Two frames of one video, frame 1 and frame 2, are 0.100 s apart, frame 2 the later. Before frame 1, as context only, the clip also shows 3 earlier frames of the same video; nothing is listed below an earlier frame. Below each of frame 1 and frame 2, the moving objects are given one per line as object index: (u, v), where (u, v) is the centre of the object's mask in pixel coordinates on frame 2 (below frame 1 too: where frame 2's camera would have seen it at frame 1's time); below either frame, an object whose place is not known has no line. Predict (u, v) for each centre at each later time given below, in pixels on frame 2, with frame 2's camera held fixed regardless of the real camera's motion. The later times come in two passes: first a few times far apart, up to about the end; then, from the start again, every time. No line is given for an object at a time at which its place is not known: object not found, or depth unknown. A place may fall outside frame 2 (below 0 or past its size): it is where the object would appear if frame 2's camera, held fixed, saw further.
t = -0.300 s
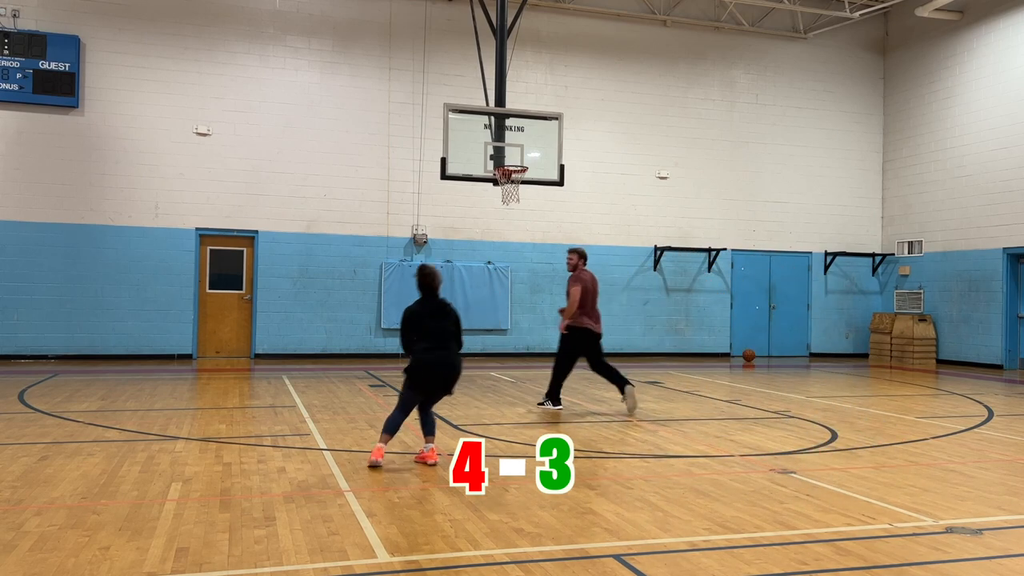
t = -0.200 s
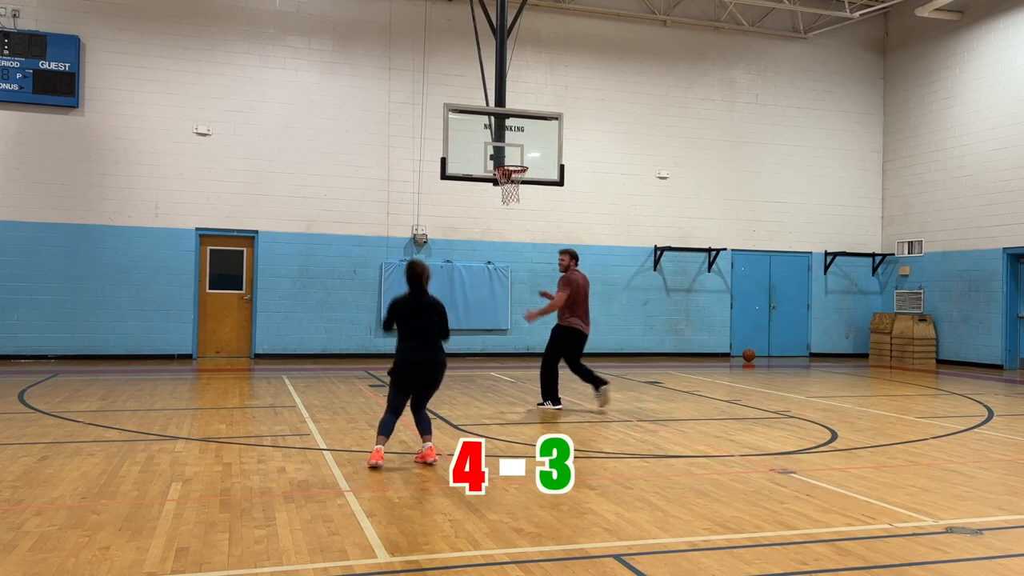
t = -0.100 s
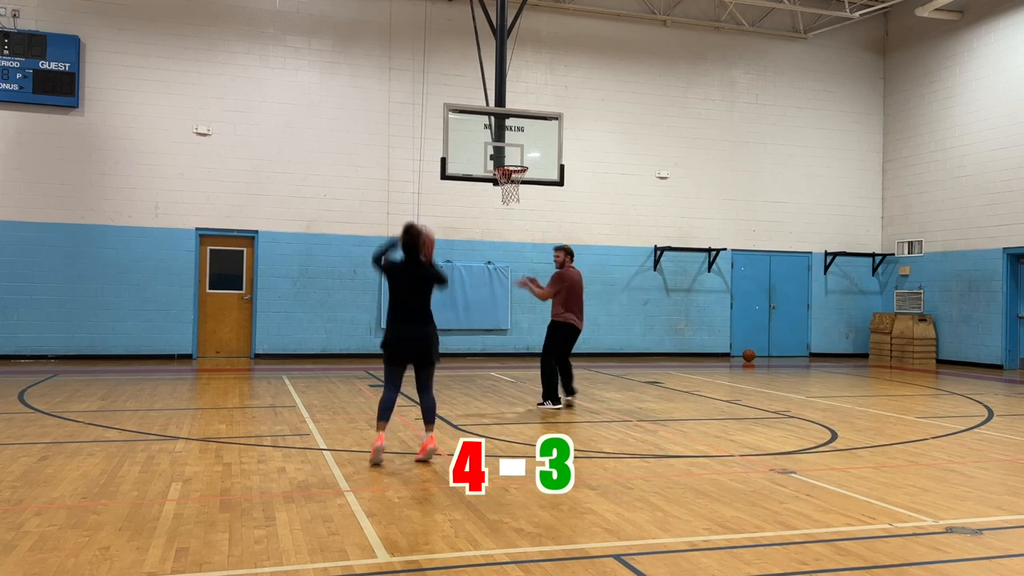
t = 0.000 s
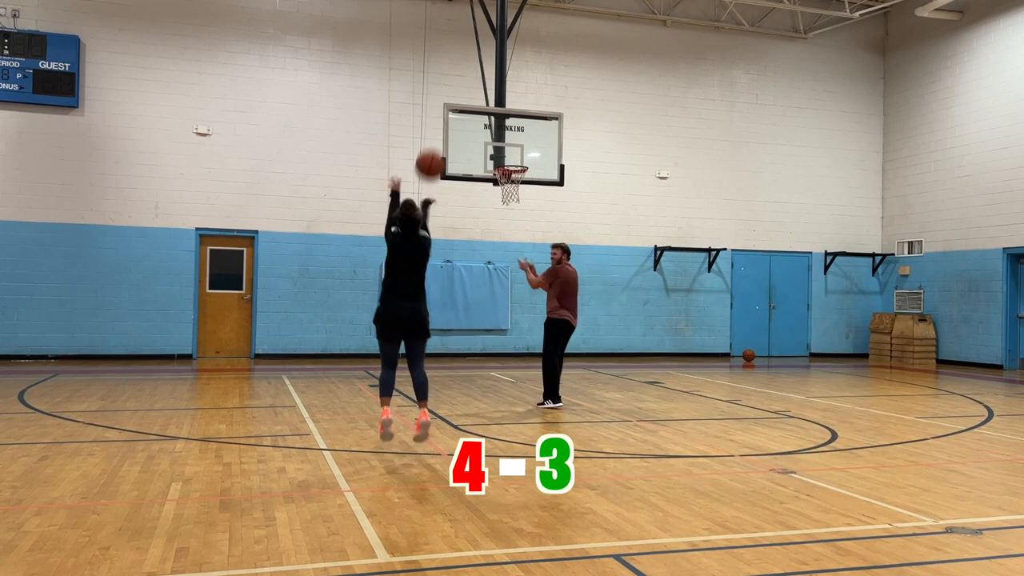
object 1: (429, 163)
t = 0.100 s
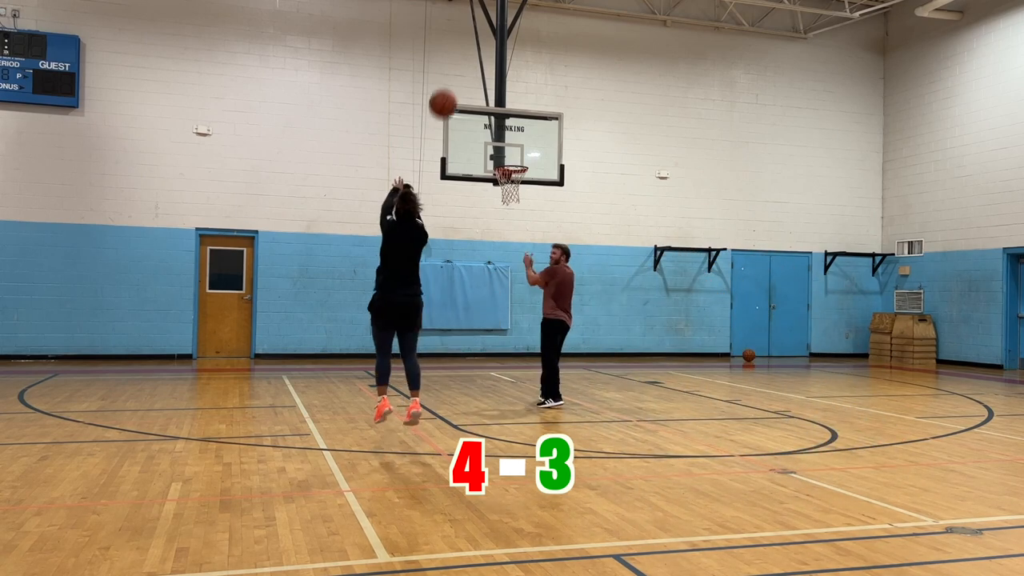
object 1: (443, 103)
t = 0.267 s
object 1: (460, 41)
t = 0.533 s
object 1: (479, 14)
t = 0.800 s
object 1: (494, 50)
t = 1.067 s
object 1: (504, 127)
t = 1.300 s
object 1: (512, 157)
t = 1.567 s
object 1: (515, 133)
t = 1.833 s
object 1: (516, 157)
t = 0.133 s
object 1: (446, 87)
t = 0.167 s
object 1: (450, 73)
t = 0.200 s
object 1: (453, 61)
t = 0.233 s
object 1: (457, 51)
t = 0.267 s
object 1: (460, 41)
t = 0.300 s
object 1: (463, 33)
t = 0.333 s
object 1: (465, 27)
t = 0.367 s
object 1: (468, 22)
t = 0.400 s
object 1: (470, 19)
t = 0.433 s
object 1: (473, 16)
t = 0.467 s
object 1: (475, 15)
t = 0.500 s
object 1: (477, 14)
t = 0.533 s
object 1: (479, 14)
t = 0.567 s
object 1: (481, 16)
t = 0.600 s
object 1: (483, 18)
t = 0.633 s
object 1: (485, 22)
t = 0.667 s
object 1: (487, 26)
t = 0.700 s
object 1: (489, 30)
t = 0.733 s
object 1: (490, 36)
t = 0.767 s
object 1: (492, 43)
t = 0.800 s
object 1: (494, 50)
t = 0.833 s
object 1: (495, 58)
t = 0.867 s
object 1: (496, 66)
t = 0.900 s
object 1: (498, 74)
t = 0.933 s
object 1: (499, 84)
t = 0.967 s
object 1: (500, 94)
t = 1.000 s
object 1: (501, 104)
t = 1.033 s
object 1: (503, 116)
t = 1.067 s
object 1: (504, 127)
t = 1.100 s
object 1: (505, 139)
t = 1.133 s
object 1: (506, 152)
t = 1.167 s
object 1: (507, 159)
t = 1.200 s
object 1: (509, 160)
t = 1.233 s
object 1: (510, 162)
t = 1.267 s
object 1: (512, 162)
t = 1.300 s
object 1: (512, 157)
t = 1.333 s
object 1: (513, 152)
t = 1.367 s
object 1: (513, 147)
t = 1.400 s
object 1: (513, 143)
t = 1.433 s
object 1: (514, 139)
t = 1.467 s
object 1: (514, 136)
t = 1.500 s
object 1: (514, 134)
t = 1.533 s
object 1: (515, 133)
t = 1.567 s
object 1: (515, 133)
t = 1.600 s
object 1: (515, 133)
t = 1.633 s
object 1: (515, 134)
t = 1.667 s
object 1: (515, 136)
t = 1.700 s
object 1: (516, 138)
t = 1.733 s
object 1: (515, 142)
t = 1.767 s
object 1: (516, 146)
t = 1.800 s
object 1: (516, 151)
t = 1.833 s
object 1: (516, 157)
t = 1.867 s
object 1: (516, 163)
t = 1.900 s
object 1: (517, 171)
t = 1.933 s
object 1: (517, 180)
